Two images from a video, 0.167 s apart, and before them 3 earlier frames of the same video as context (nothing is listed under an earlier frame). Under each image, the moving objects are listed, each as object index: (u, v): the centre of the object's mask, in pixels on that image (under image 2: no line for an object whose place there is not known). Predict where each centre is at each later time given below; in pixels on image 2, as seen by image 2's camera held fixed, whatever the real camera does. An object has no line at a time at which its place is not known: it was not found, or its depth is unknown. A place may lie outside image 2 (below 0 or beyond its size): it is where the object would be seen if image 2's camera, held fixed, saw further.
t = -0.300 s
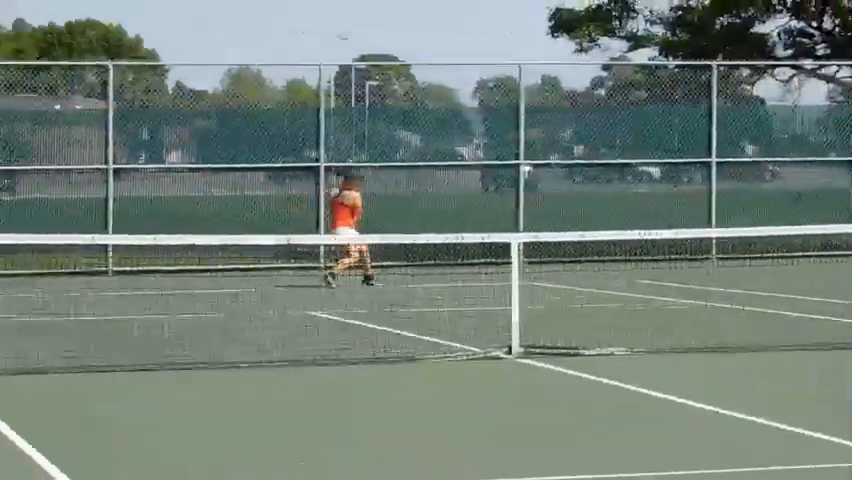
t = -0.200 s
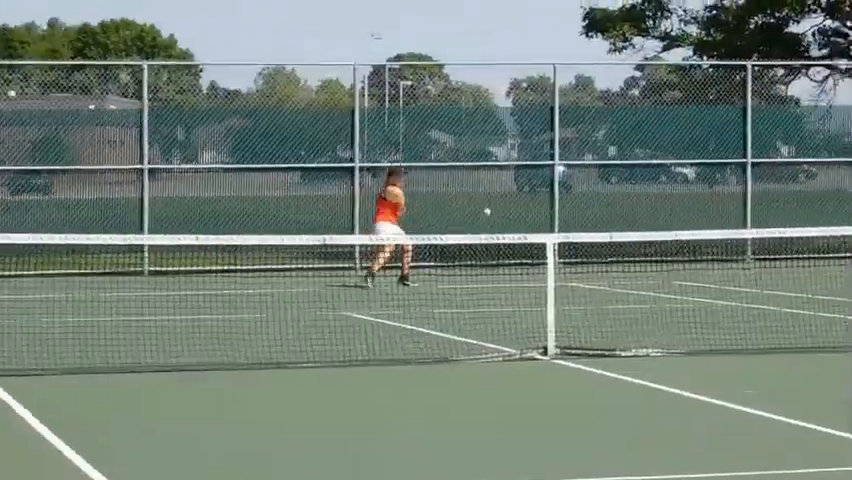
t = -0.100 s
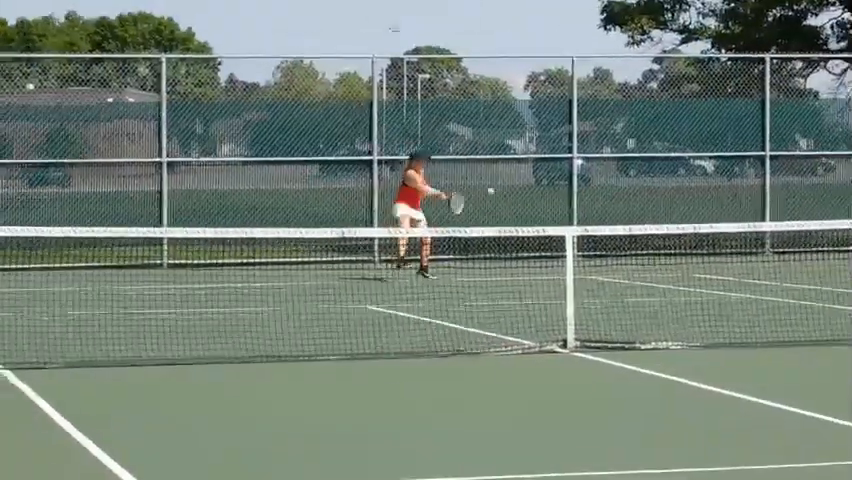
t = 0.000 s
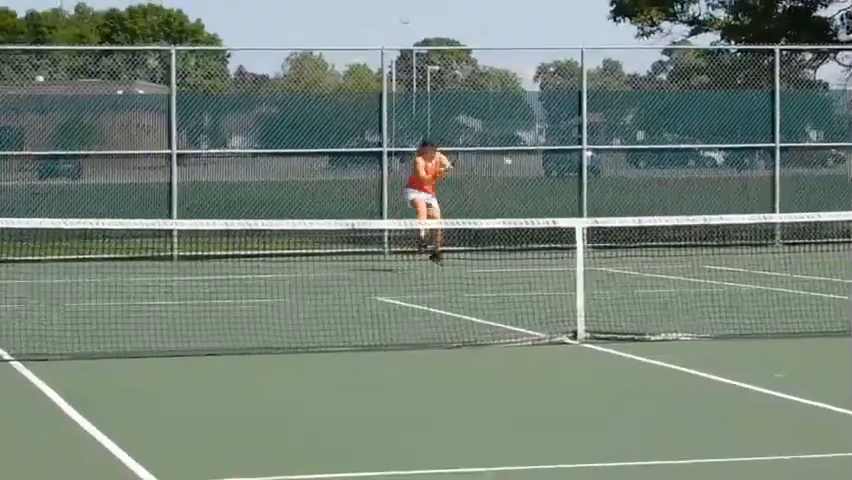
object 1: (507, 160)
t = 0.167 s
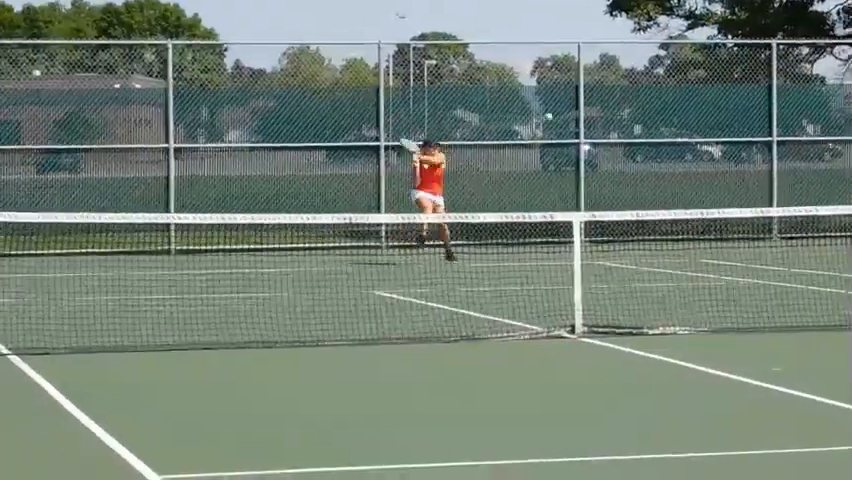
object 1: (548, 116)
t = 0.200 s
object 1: (558, 111)
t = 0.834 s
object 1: (870, 313)
